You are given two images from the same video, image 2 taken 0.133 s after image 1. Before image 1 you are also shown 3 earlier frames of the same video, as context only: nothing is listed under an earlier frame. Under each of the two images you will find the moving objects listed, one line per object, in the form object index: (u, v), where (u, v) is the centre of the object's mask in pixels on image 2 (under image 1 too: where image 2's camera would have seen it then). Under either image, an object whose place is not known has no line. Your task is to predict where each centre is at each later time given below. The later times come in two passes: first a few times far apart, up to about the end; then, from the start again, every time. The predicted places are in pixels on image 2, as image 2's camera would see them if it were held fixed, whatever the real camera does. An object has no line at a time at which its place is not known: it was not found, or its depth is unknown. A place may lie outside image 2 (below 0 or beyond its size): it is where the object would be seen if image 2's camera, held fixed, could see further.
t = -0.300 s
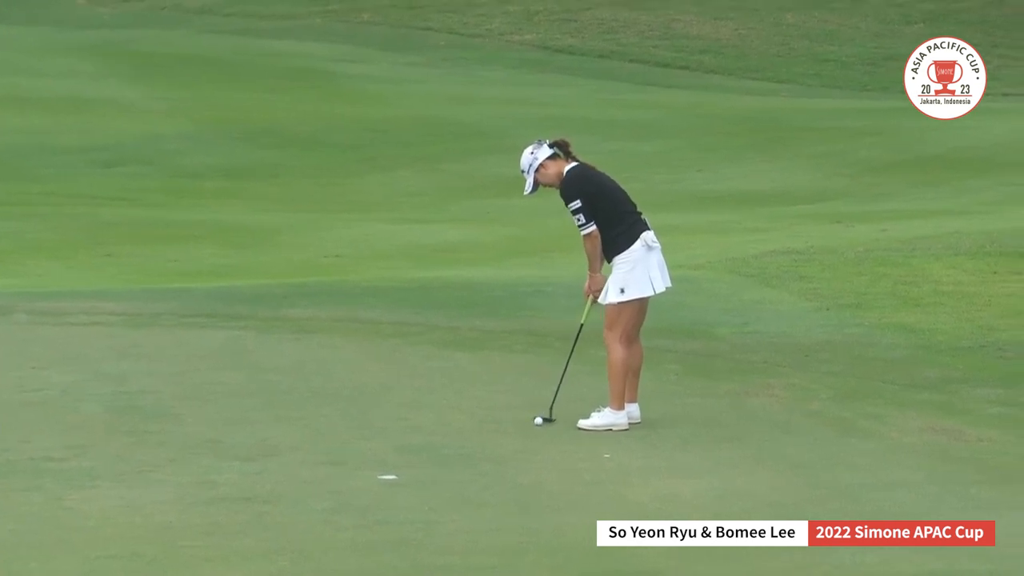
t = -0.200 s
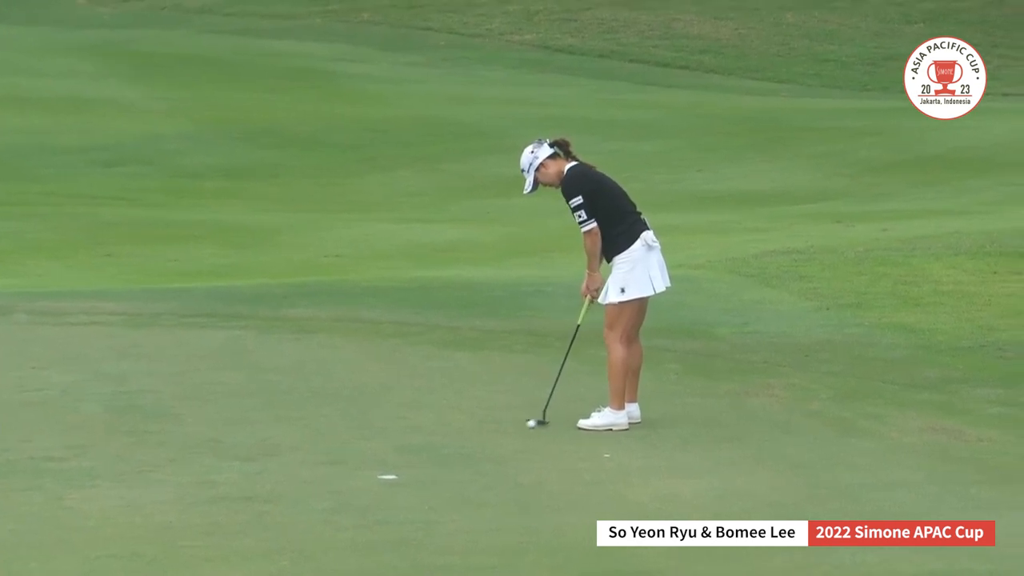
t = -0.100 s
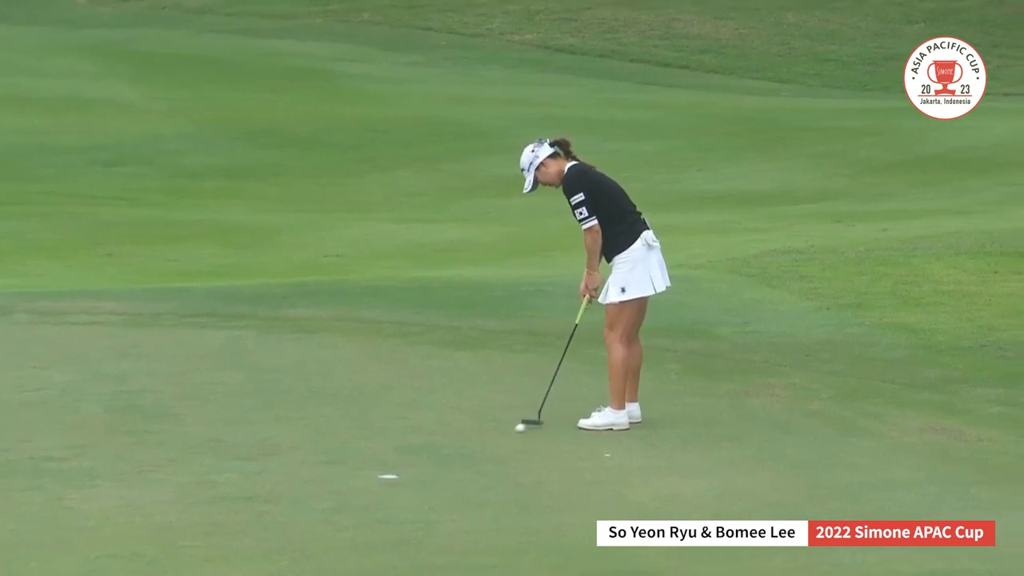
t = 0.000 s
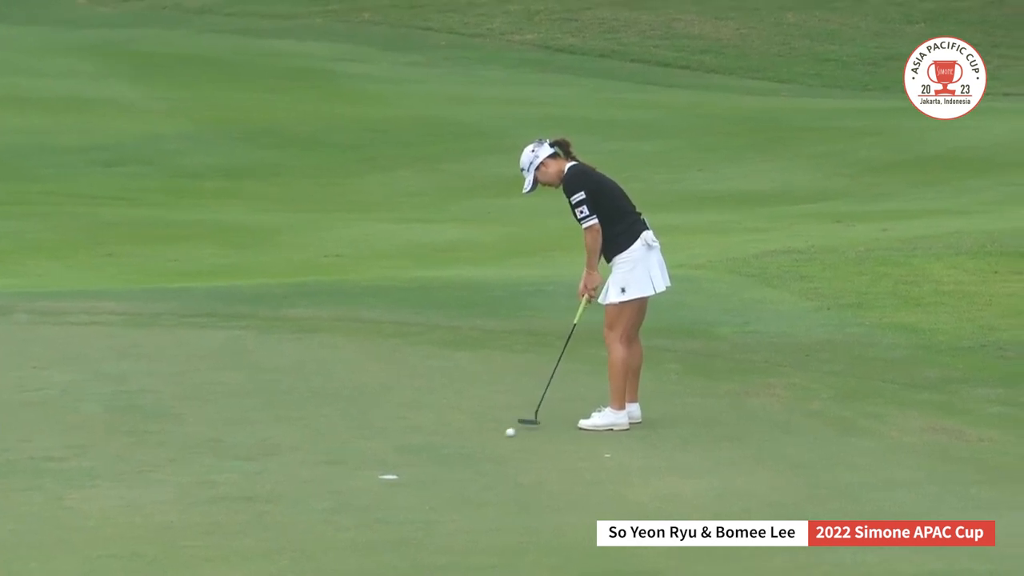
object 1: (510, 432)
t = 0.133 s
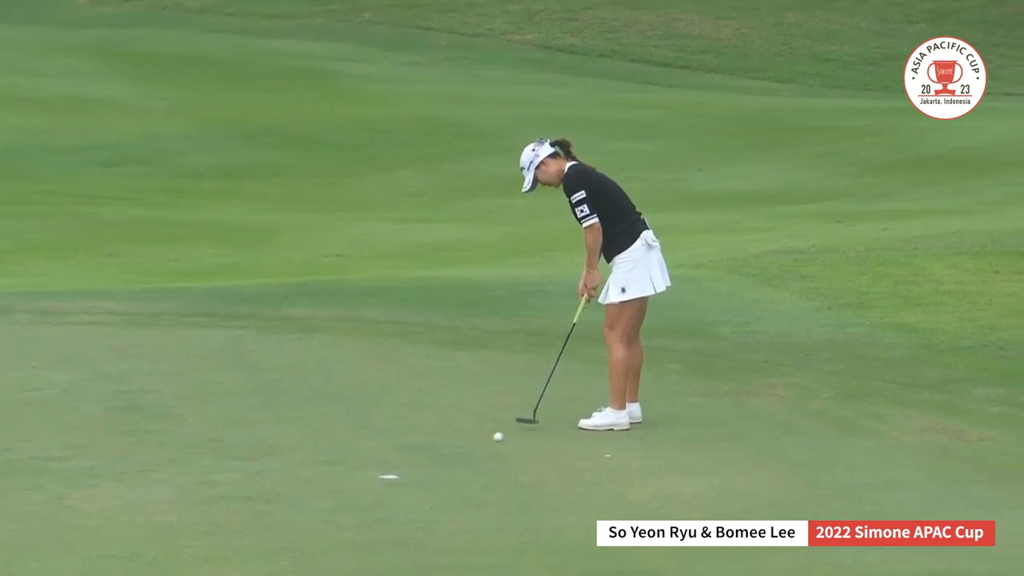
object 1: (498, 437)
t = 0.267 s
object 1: (485, 441)
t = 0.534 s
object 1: (459, 450)
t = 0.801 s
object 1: (434, 458)
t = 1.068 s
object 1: (411, 465)
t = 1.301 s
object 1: (393, 469)
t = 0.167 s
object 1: (495, 438)
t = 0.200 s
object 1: (492, 439)
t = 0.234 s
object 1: (488, 440)
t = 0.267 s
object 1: (485, 441)
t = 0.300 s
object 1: (481, 442)
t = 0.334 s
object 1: (479, 444)
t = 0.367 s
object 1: (475, 445)
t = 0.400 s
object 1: (472, 446)
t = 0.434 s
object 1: (469, 447)
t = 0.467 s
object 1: (465, 448)
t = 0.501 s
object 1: (462, 449)
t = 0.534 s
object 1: (459, 450)
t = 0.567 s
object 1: (456, 451)
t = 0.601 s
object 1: (453, 452)
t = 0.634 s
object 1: (450, 453)
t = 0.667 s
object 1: (446, 454)
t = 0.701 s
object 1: (443, 455)
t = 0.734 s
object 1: (440, 456)
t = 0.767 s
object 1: (437, 457)
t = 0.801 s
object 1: (434, 458)
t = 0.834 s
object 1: (431, 459)
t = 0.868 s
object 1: (428, 460)
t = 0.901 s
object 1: (426, 461)
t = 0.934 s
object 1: (423, 461)
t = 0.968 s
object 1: (420, 462)
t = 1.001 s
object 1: (418, 463)
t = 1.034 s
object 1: (415, 464)
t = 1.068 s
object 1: (411, 465)
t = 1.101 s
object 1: (408, 466)
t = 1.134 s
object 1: (406, 466)
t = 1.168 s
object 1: (403, 467)
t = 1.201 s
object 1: (400, 468)
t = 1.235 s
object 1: (398, 468)
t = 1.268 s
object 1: (395, 469)
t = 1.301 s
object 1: (393, 469)
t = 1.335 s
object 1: (390, 470)
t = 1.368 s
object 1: (387, 471)
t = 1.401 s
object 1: (385, 472)
